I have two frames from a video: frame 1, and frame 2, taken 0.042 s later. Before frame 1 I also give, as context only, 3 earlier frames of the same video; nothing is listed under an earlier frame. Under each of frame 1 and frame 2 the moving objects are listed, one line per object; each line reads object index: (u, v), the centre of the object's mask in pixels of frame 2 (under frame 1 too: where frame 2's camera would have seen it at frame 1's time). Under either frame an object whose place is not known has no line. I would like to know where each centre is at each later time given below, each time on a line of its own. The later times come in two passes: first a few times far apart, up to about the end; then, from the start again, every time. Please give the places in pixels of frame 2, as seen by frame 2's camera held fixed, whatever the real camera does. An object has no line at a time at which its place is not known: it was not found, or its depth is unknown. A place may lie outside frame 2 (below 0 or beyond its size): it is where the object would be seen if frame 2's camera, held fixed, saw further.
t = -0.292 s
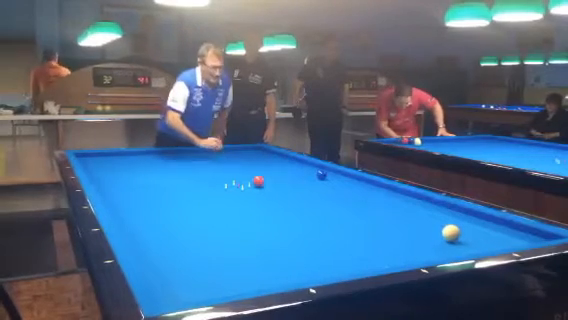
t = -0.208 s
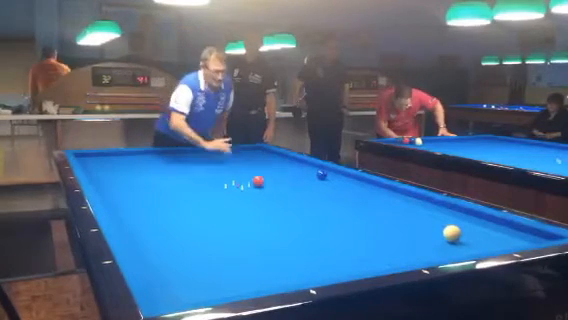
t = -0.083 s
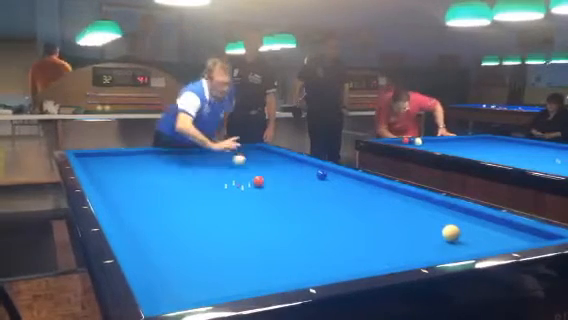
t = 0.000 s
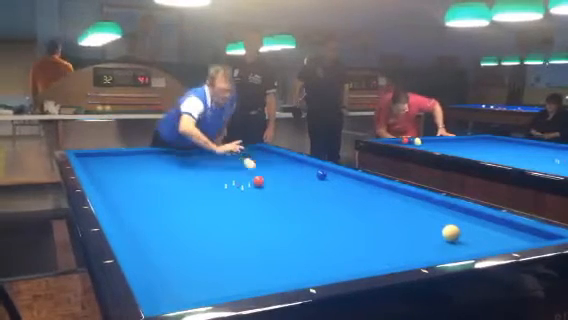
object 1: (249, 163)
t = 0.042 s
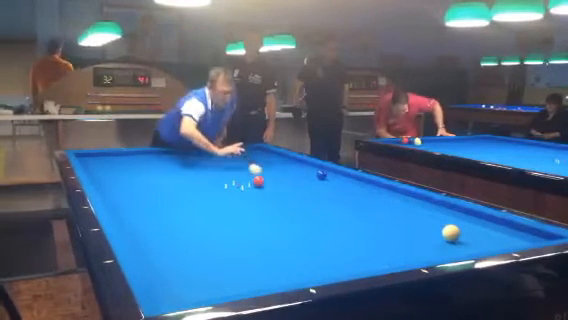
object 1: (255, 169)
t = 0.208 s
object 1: (278, 179)
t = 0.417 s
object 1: (311, 193)
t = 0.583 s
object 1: (340, 205)
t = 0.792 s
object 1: (385, 224)
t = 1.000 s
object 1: (444, 247)
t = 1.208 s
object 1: (412, 236)
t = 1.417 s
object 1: (376, 221)
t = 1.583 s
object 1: (355, 213)
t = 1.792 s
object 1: (333, 204)
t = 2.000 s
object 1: (313, 196)
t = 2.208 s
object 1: (297, 189)
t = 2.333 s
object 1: (288, 186)
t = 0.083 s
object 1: (260, 169)
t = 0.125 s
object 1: (265, 171)
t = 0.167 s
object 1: (272, 177)
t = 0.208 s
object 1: (278, 179)
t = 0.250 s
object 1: (285, 182)
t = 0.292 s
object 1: (291, 184)
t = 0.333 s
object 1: (297, 187)
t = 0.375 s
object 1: (304, 190)
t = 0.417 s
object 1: (311, 193)
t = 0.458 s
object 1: (318, 196)
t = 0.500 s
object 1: (325, 199)
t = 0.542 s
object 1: (332, 202)
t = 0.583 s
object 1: (340, 205)
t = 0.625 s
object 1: (348, 208)
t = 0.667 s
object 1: (357, 212)
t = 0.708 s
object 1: (366, 216)
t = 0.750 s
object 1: (374, 220)
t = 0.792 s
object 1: (385, 224)
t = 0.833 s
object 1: (395, 229)
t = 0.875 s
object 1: (407, 233)
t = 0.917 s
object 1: (418, 239)
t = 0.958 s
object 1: (431, 243)
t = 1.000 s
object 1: (444, 247)
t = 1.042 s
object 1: (454, 250)
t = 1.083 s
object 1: (443, 248)
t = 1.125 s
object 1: (431, 244)
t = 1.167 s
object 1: (421, 240)
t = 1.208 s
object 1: (412, 236)
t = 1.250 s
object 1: (403, 232)
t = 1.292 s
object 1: (396, 229)
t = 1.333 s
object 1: (388, 226)
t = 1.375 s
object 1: (382, 224)
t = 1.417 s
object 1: (376, 221)
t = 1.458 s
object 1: (370, 219)
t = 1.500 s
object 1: (365, 217)
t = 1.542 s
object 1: (360, 215)
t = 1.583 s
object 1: (355, 213)
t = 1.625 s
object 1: (351, 211)
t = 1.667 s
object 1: (346, 209)
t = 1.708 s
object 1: (341, 207)
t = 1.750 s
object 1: (337, 205)
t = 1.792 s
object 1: (333, 204)
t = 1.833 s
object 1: (329, 202)
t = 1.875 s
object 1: (325, 201)
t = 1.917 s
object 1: (321, 199)
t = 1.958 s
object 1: (317, 197)
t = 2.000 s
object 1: (313, 196)
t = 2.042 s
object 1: (310, 195)
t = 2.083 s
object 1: (307, 193)
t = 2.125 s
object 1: (303, 192)
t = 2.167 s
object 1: (300, 191)
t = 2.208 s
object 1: (297, 189)
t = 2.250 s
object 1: (294, 188)
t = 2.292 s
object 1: (291, 187)
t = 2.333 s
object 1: (288, 186)
